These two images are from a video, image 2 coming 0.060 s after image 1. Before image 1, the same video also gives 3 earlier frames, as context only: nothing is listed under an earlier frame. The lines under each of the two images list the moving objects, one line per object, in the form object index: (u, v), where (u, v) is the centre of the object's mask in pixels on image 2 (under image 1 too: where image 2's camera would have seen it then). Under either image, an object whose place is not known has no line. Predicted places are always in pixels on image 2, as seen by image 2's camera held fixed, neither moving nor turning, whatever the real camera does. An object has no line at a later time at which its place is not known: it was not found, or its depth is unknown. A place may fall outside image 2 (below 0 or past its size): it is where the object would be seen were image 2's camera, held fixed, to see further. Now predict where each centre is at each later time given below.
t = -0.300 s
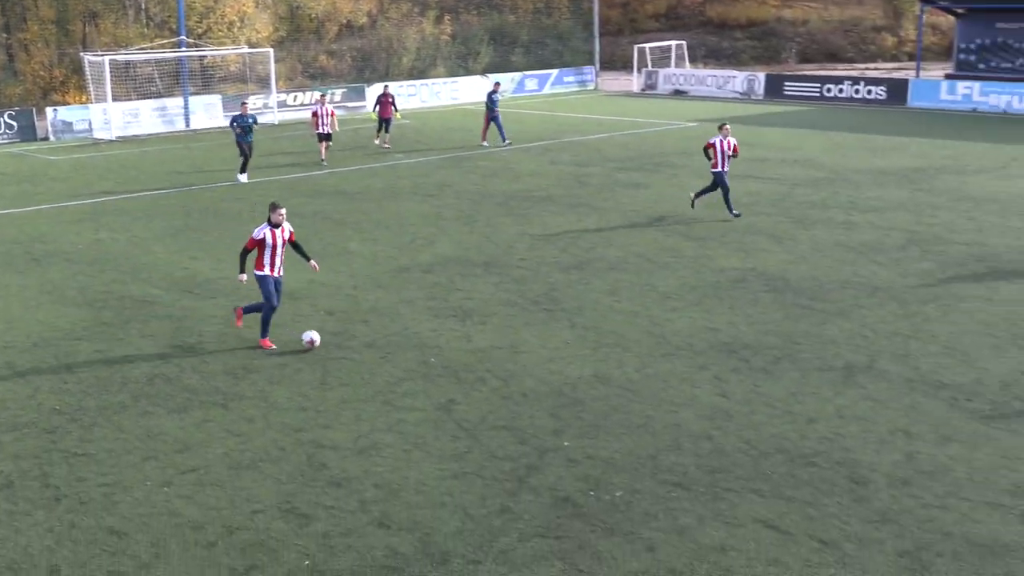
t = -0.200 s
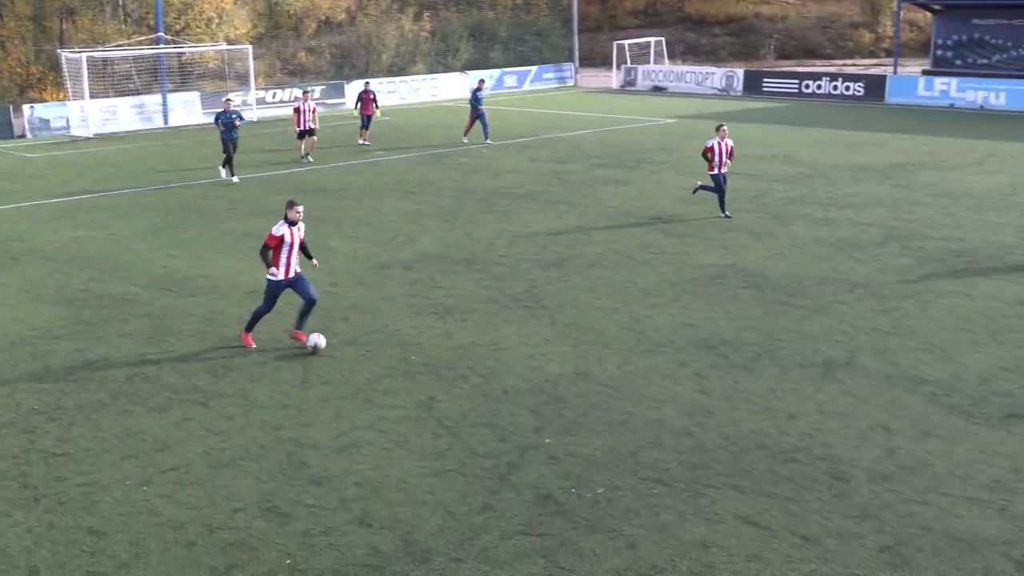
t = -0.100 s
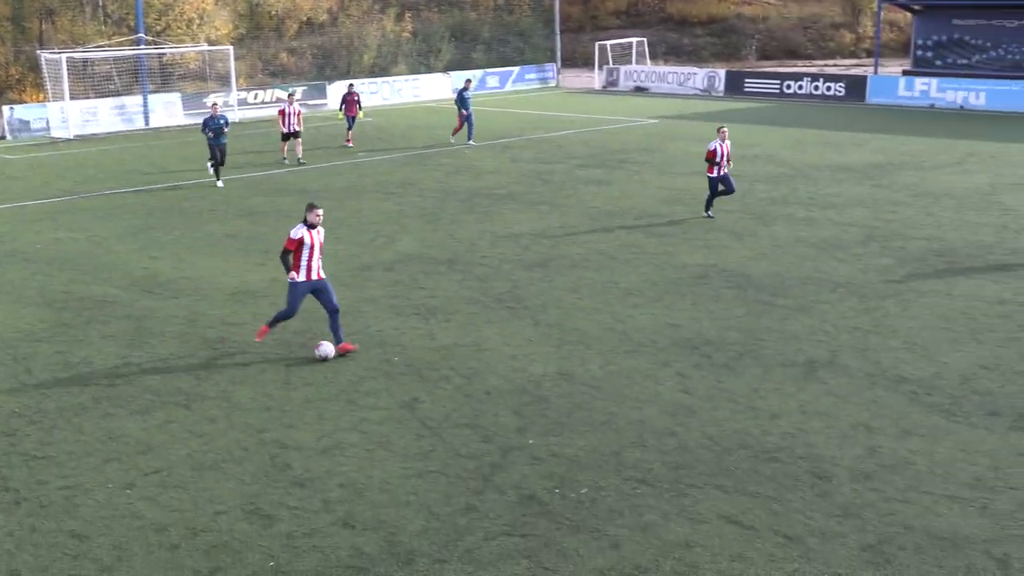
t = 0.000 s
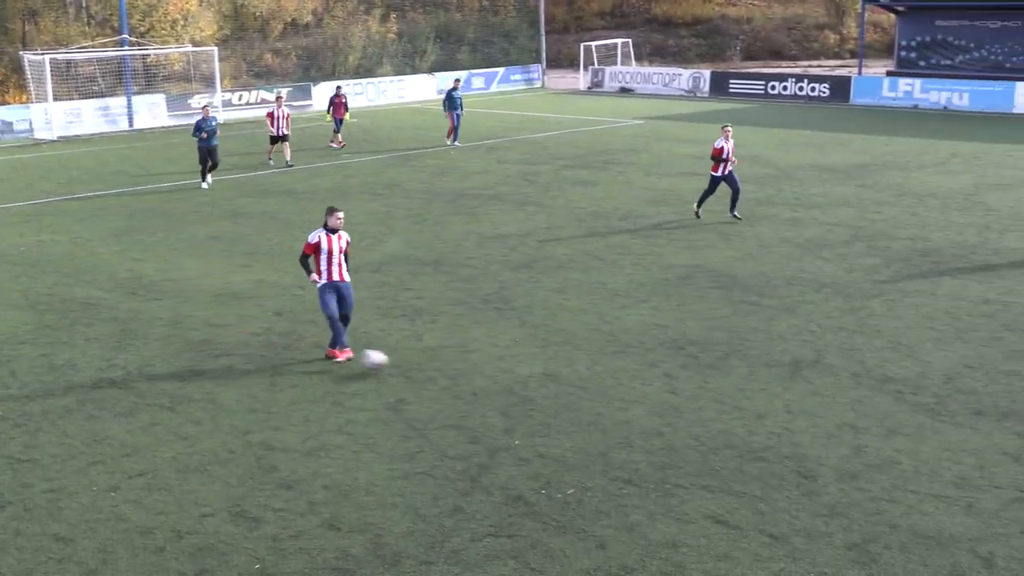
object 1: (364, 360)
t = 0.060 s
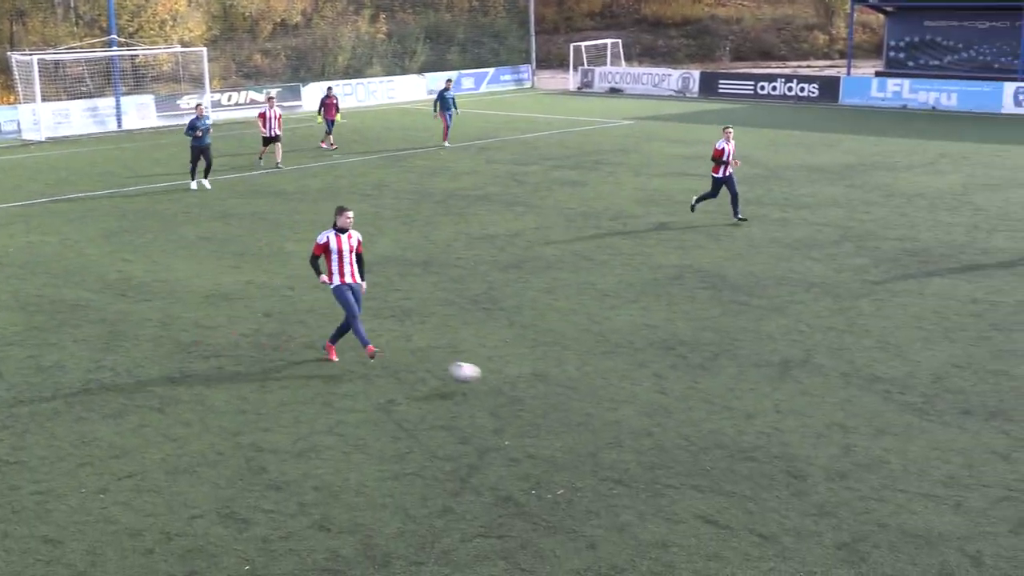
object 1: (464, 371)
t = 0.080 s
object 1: (501, 377)
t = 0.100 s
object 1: (538, 382)
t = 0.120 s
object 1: (577, 388)
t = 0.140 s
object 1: (616, 395)
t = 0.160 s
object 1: (655, 403)
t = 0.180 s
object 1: (696, 410)
